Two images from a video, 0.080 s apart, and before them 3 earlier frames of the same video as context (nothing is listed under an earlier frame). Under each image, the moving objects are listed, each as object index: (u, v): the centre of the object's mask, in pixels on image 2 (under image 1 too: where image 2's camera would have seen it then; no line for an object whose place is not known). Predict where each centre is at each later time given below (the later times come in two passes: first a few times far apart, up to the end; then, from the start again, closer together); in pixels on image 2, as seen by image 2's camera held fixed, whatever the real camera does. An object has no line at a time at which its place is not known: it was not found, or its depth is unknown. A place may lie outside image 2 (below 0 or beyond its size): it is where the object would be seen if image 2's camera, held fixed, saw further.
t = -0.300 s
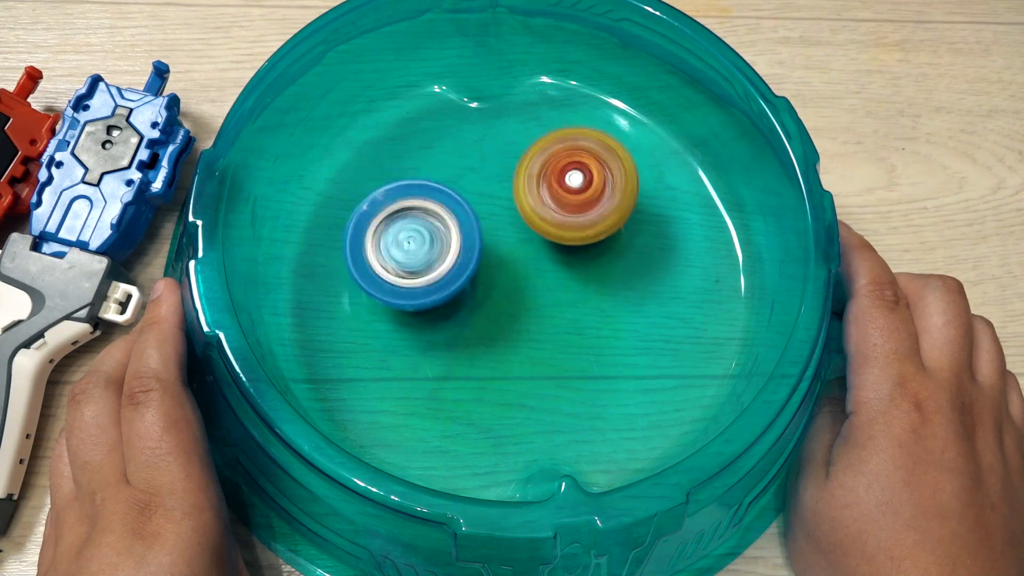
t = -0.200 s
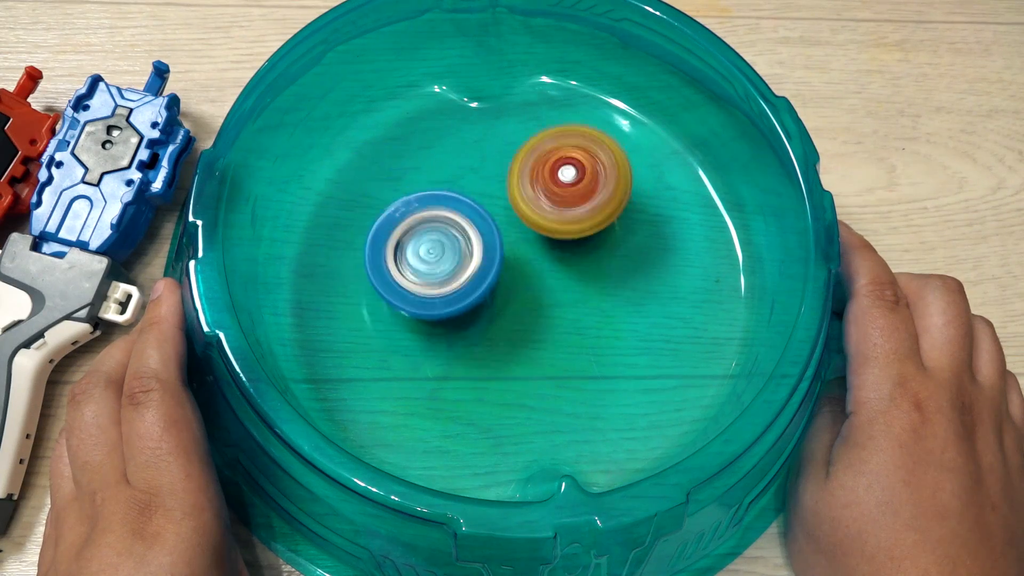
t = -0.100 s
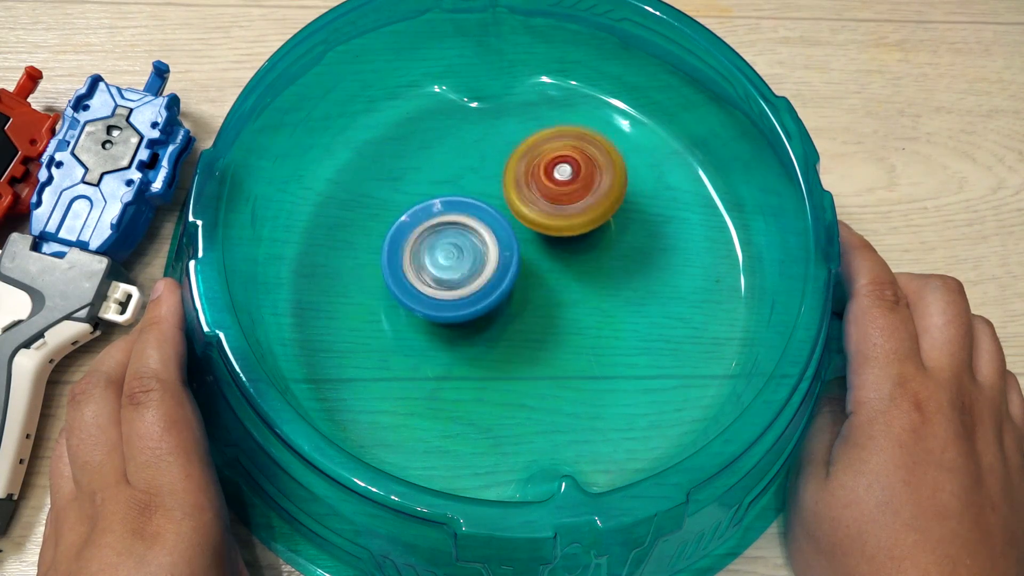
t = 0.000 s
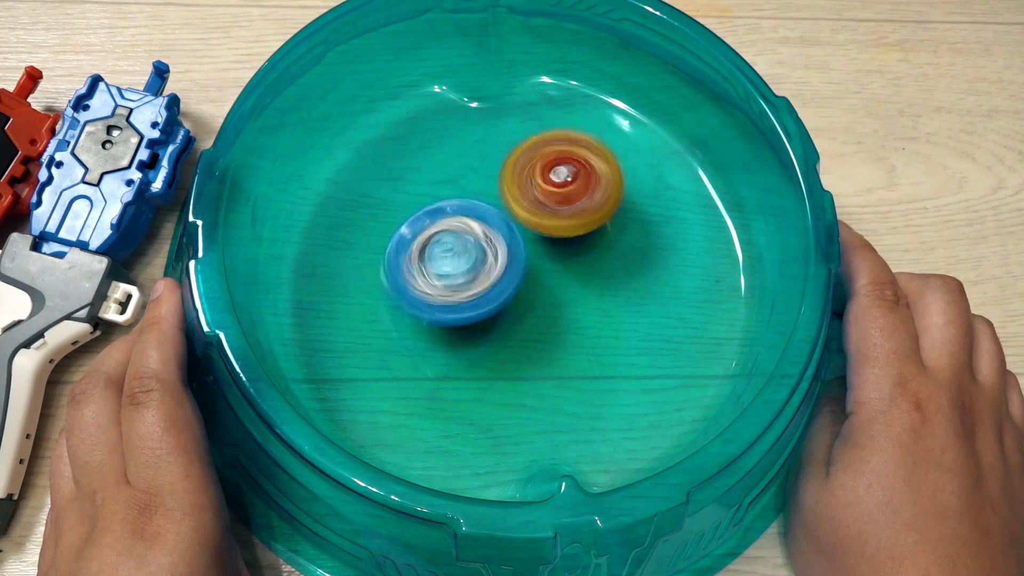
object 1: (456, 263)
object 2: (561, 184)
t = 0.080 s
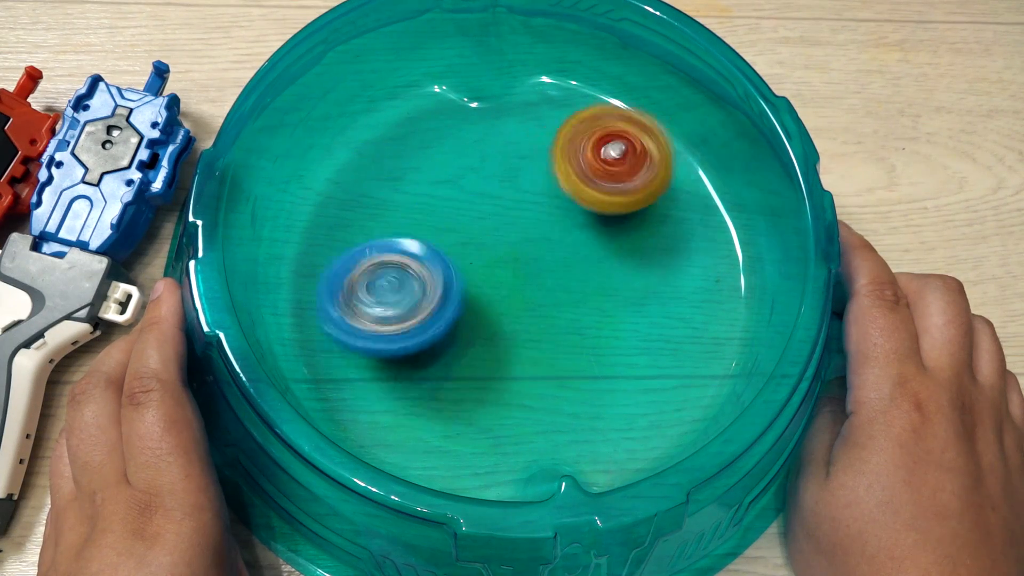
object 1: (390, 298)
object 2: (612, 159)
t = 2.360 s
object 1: (504, 328)
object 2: (512, 149)
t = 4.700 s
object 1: (544, 297)
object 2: (476, 185)
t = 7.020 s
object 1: (585, 308)
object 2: (452, 175)
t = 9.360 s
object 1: (641, 327)
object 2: (461, 180)
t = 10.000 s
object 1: (566, 290)
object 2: (485, 203)
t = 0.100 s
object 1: (376, 303)
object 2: (622, 154)
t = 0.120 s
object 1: (363, 310)
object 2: (628, 151)
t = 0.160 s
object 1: (343, 319)
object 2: (638, 145)
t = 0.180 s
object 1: (335, 321)
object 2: (642, 144)
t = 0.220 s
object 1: (334, 322)
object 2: (643, 144)
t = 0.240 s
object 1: (337, 319)
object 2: (643, 143)
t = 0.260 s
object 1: (340, 317)
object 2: (642, 144)
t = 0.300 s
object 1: (345, 314)
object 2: (638, 143)
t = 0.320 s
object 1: (348, 312)
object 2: (636, 143)
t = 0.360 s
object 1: (354, 309)
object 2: (631, 143)
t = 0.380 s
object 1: (357, 306)
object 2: (628, 144)
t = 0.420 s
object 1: (365, 302)
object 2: (623, 145)
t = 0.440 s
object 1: (368, 299)
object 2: (621, 145)
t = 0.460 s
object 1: (373, 297)
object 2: (618, 146)
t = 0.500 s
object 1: (383, 292)
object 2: (614, 148)
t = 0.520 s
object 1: (388, 289)
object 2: (612, 150)
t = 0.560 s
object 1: (401, 285)
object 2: (606, 153)
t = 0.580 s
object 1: (407, 282)
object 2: (603, 154)
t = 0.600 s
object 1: (414, 281)
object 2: (600, 157)
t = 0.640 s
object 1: (429, 278)
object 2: (595, 159)
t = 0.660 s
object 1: (437, 277)
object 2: (592, 160)
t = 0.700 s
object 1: (451, 275)
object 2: (587, 163)
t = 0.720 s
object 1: (459, 275)
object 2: (583, 165)
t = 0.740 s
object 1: (466, 275)
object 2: (581, 166)
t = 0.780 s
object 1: (481, 274)
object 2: (575, 168)
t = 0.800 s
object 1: (487, 275)
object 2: (572, 169)
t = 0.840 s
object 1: (500, 277)
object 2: (566, 170)
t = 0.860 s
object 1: (505, 280)
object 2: (563, 171)
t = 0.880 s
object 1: (510, 282)
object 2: (561, 171)
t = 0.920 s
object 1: (519, 287)
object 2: (556, 171)
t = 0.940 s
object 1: (522, 291)
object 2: (553, 172)
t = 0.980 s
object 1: (527, 298)
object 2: (549, 173)
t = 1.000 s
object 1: (528, 301)
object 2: (547, 172)
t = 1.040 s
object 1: (530, 308)
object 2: (543, 172)
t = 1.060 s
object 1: (531, 312)
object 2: (540, 172)
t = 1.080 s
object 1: (531, 315)
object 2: (539, 172)
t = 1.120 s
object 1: (530, 320)
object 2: (536, 172)
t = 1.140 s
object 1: (529, 323)
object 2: (533, 171)
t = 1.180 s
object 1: (526, 326)
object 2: (530, 171)
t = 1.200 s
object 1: (524, 328)
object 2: (529, 172)
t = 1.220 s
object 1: (523, 328)
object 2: (527, 171)
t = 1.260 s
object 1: (519, 329)
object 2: (524, 171)
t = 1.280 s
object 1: (517, 329)
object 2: (523, 172)
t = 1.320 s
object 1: (513, 328)
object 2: (522, 173)
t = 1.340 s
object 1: (511, 327)
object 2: (522, 172)
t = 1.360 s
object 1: (509, 326)
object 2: (522, 173)
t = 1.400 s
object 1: (506, 323)
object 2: (522, 174)
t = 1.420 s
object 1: (505, 321)
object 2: (522, 173)
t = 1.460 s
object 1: (503, 318)
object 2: (522, 174)
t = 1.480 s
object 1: (502, 316)
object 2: (521, 174)
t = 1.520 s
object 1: (501, 310)
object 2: (521, 174)
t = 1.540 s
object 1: (501, 308)
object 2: (521, 173)
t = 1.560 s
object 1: (501, 305)
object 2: (520, 173)
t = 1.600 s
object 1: (503, 299)
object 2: (520, 173)
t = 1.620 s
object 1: (504, 296)
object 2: (520, 172)
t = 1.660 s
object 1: (505, 296)
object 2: (521, 168)
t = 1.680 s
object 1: (505, 296)
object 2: (521, 166)
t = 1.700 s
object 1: (507, 296)
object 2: (523, 165)
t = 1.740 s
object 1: (510, 295)
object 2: (524, 164)
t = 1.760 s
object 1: (511, 294)
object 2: (524, 164)
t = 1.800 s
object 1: (515, 292)
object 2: (525, 165)
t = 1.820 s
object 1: (517, 291)
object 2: (525, 166)
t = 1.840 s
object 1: (519, 290)
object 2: (524, 166)
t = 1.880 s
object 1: (522, 290)
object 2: (524, 168)
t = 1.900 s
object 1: (523, 291)
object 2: (524, 168)
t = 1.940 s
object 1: (522, 306)
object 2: (525, 158)
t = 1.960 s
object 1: (522, 312)
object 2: (524, 153)
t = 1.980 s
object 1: (522, 316)
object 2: (524, 149)
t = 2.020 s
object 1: (521, 323)
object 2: (524, 145)
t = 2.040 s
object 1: (520, 324)
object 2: (523, 143)
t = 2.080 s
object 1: (519, 329)
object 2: (523, 143)
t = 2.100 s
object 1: (518, 330)
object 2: (523, 143)
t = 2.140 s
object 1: (517, 333)
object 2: (522, 143)
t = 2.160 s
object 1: (515, 334)
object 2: (520, 143)
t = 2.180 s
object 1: (514, 334)
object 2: (520, 143)
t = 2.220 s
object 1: (511, 335)
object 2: (518, 144)
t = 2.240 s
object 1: (510, 335)
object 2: (516, 144)
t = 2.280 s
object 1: (507, 333)
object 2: (515, 145)
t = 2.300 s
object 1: (506, 332)
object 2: (515, 146)
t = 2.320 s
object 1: (505, 331)
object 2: (513, 147)
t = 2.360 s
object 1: (504, 328)
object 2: (512, 149)
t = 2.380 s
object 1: (504, 327)
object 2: (512, 149)
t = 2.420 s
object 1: (503, 323)
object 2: (510, 151)
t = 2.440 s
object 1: (503, 321)
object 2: (509, 153)
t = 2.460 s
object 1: (503, 319)
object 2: (508, 153)
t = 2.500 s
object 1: (504, 314)
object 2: (506, 155)
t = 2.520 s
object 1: (505, 310)
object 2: (505, 157)
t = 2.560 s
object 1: (509, 306)
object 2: (503, 160)
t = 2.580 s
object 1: (511, 303)
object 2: (502, 160)
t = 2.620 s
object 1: (516, 299)
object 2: (499, 163)
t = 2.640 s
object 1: (519, 297)
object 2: (498, 164)
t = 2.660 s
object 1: (522, 295)
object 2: (497, 165)
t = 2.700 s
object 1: (528, 293)
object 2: (495, 167)
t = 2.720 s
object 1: (530, 292)
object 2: (493, 168)
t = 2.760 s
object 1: (536, 290)
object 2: (491, 169)
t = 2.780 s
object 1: (537, 290)
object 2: (490, 170)
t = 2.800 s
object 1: (540, 290)
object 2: (489, 171)
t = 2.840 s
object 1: (544, 290)
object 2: (487, 172)
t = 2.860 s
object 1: (545, 290)
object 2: (486, 172)
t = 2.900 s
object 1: (548, 290)
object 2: (484, 173)
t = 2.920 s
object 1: (549, 291)
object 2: (484, 173)
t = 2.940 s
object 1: (550, 291)
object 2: (482, 173)
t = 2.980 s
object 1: (552, 292)
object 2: (480, 174)
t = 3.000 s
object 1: (552, 294)
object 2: (480, 174)
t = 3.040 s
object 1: (551, 295)
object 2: (478, 175)
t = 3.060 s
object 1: (550, 295)
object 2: (477, 175)
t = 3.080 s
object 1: (549, 295)
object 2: (477, 175)
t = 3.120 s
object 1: (547, 295)
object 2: (476, 176)
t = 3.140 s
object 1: (546, 294)
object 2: (475, 177)
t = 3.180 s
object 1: (544, 293)
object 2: (474, 177)
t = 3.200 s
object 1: (543, 292)
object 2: (474, 177)
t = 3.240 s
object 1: (541, 291)
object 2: (474, 178)
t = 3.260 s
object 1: (540, 291)
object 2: (473, 179)
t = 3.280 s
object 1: (539, 290)
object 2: (473, 179)
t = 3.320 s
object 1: (538, 296)
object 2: (472, 176)
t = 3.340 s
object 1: (539, 304)
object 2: (468, 168)
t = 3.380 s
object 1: (544, 320)
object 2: (463, 153)
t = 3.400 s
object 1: (545, 325)
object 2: (461, 147)
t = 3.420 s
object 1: (544, 329)
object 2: (461, 144)
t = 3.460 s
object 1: (543, 333)
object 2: (461, 138)
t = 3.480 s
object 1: (542, 334)
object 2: (462, 138)
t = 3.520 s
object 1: (541, 334)
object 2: (465, 139)
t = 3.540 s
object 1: (539, 334)
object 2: (467, 139)
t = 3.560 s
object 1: (539, 333)
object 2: (468, 140)
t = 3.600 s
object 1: (538, 331)
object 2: (470, 143)
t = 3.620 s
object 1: (538, 330)
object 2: (471, 144)
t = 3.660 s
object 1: (538, 327)
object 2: (473, 147)
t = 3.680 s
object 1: (537, 326)
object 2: (475, 149)
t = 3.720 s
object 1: (538, 323)
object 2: (477, 152)
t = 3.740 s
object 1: (538, 322)
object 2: (477, 154)
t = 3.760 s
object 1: (537, 321)
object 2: (478, 155)
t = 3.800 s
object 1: (538, 318)
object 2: (479, 158)
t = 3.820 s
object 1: (537, 317)
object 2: (479, 160)
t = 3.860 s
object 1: (538, 314)
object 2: (480, 163)
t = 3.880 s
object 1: (538, 313)
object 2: (479, 163)
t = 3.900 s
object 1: (538, 312)
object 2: (480, 164)
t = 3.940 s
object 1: (539, 310)
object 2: (479, 166)
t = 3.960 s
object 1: (539, 309)
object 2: (478, 167)
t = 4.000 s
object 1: (540, 307)
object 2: (478, 168)
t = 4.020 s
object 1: (541, 306)
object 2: (478, 169)
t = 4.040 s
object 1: (542, 305)
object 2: (477, 170)
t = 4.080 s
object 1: (543, 303)
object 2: (476, 171)
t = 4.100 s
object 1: (543, 302)
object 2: (476, 171)
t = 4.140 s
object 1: (545, 300)
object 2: (475, 172)
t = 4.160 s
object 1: (546, 299)
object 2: (475, 172)
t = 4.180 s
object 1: (546, 298)
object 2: (474, 172)
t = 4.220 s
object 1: (547, 297)
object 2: (474, 173)
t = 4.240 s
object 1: (548, 297)
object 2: (474, 173)
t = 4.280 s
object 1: (549, 297)
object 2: (473, 174)
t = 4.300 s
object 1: (549, 298)
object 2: (473, 175)
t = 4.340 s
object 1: (549, 298)
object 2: (473, 176)
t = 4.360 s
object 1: (549, 298)
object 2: (473, 176)
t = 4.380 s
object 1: (549, 298)
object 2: (473, 177)
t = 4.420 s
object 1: (548, 298)
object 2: (473, 178)
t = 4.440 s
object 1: (548, 298)
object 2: (473, 180)
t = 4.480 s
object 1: (546, 297)
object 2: (473, 182)
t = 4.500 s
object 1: (545, 297)
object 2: (473, 182)
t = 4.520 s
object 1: (545, 296)
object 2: (474, 183)
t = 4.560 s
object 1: (545, 294)
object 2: (474, 185)
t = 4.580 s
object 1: (545, 294)
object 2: (473, 186)
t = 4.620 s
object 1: (545, 295)
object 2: (474, 186)
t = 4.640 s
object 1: (545, 296)
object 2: (474, 185)
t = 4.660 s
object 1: (545, 297)
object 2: (474, 185)
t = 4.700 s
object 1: (544, 297)
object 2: (476, 185)
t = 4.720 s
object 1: (545, 297)
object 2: (476, 185)
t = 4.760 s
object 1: (544, 296)
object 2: (477, 186)
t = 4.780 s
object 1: (546, 306)
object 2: (475, 180)
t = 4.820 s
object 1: (554, 325)
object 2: (468, 162)
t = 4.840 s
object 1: (557, 335)
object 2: (467, 155)
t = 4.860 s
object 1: (558, 342)
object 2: (465, 149)
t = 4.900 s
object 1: (560, 352)
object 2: (465, 140)
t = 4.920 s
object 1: (560, 355)
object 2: (466, 136)
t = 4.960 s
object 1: (557, 358)
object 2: (468, 134)
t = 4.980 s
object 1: (556, 359)
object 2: (471, 135)
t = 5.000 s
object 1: (555, 359)
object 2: (471, 136)
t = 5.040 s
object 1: (552, 362)
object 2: (473, 139)
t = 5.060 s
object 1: (550, 362)
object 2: (474, 141)
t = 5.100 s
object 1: (546, 361)
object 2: (474, 145)
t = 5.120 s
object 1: (544, 361)
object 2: (474, 147)
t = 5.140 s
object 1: (541, 359)
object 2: (473, 149)
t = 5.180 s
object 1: (537, 355)
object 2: (472, 153)
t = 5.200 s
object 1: (535, 353)
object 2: (472, 153)
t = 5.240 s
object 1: (531, 347)
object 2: (471, 157)
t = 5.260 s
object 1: (530, 344)
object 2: (471, 158)
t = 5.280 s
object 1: (529, 341)
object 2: (470, 160)
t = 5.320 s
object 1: (529, 334)
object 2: (470, 163)
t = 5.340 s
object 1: (529, 330)
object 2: (469, 164)
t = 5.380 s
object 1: (531, 322)
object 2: (468, 166)
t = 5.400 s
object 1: (532, 318)
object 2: (468, 167)
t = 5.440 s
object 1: (537, 312)
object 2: (466, 169)
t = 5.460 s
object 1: (539, 309)
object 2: (466, 170)
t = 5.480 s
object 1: (542, 305)
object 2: (464, 170)
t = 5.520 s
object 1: (548, 301)
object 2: (463, 172)
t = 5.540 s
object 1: (551, 299)
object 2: (463, 172)
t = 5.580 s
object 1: (557, 296)
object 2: (461, 174)
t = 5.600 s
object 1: (560, 295)
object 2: (461, 175)
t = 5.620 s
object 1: (563, 294)
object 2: (460, 175)
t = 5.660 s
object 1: (568, 292)
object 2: (459, 176)
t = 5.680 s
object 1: (571, 293)
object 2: (458, 176)
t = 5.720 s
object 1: (576, 295)
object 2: (458, 177)
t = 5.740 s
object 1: (578, 295)
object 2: (458, 178)
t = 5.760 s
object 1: (579, 296)
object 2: (457, 178)
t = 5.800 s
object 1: (580, 298)
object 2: (457, 180)
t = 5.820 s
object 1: (580, 298)
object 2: (457, 180)
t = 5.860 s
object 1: (581, 298)
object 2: (457, 181)
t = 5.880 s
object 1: (581, 298)
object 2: (458, 181)
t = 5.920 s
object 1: (580, 296)
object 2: (458, 183)
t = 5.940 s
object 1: (580, 296)
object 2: (459, 184)
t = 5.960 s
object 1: (578, 296)
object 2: (459, 185)
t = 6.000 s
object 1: (577, 294)
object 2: (460, 187)
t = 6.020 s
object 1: (575, 294)
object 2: (460, 188)
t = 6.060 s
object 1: (571, 293)
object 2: (461, 190)
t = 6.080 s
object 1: (569, 292)
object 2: (462, 191)
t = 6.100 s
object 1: (568, 291)
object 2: (462, 193)
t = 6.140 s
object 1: (563, 287)
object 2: (462, 195)
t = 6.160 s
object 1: (561, 286)
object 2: (462, 196)
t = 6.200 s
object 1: (561, 285)
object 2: (461, 195)
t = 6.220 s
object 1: (562, 288)
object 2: (459, 192)
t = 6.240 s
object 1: (562, 288)
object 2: (457, 191)
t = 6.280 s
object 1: (563, 290)
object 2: (458, 189)
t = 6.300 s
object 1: (562, 290)
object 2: (457, 189)
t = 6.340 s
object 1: (561, 287)
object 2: (458, 191)
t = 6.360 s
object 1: (561, 286)
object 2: (458, 190)
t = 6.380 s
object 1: (562, 285)
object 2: (458, 191)
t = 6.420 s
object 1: (562, 283)
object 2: (458, 192)
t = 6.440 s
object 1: (563, 283)
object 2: (458, 192)
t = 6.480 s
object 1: (564, 282)
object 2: (458, 193)
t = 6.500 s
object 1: (563, 282)
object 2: (458, 193)
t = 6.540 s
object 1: (563, 281)
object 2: (459, 194)
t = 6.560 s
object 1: (564, 281)
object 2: (459, 194)
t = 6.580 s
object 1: (564, 281)
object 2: (460, 194)
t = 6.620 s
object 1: (564, 280)
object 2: (462, 195)
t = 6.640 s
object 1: (567, 283)
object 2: (461, 195)
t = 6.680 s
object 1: (579, 298)
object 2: (452, 182)
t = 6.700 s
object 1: (587, 305)
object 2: (449, 178)
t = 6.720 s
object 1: (591, 312)
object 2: (447, 173)
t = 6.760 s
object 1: (595, 320)
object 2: (446, 169)
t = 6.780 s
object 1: (596, 322)
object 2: (447, 168)
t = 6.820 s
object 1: (594, 325)
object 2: (449, 168)
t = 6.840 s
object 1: (591, 325)
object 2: (450, 169)
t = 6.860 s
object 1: (589, 323)
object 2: (449, 170)
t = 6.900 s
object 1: (586, 317)
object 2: (450, 171)
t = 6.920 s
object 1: (586, 315)
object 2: (450, 171)
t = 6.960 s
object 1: (586, 310)
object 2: (451, 173)
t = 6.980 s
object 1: (587, 309)
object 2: (452, 173)
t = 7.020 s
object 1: (585, 308)
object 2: (452, 175)
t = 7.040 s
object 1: (584, 307)
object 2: (453, 176)
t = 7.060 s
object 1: (583, 306)
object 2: (452, 177)
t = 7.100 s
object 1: (581, 302)
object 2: (452, 179)
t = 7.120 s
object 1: (580, 300)
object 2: (452, 179)
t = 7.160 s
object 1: (579, 296)
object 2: (452, 180)
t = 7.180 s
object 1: (579, 294)
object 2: (452, 180)
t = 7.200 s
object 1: (579, 292)
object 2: (452, 180)
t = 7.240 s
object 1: (580, 288)
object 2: (452, 181)
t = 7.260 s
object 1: (581, 285)
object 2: (452, 182)
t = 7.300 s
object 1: (583, 282)
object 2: (452, 182)
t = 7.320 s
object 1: (584, 281)
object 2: (452, 183)
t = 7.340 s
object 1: (585, 280)
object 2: (452, 183)
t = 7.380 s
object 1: (585, 279)
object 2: (452, 184)
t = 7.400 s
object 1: (585, 278)
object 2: (452, 184)
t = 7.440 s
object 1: (586, 275)
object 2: (453, 185)
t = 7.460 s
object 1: (587, 275)
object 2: (453, 185)
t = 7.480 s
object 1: (587, 274)
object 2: (454, 187)
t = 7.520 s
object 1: (586, 273)
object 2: (454, 188)
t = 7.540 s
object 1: (586, 271)
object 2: (453, 189)
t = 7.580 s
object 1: (586, 269)
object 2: (454, 190)
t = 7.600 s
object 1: (586, 268)
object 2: (454, 191)
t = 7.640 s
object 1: (588, 266)
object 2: (454, 193)
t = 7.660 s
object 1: (589, 266)
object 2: (454, 193)
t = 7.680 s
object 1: (589, 266)
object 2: (455, 194)
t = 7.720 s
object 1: (590, 266)
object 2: (455, 195)
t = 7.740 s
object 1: (589, 266)
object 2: (456, 197)
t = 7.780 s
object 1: (586, 266)
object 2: (456, 197)
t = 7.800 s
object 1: (585, 265)
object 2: (456, 198)
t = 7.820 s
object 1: (584, 265)
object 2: (456, 198)
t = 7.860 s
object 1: (582, 265)
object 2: (456, 200)
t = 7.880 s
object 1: (580, 263)
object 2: (456, 200)
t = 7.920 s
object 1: (580, 262)
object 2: (456, 201)
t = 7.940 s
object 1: (579, 262)
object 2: (456, 201)
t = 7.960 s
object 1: (579, 262)
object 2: (455, 202)
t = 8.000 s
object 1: (577, 260)
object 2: (456, 201)
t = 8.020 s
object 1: (577, 260)
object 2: (456, 202)
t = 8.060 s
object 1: (576, 259)
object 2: (456, 202)
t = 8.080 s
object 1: (576, 258)
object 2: (456, 202)
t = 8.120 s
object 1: (576, 256)
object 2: (456, 203)
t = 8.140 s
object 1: (576, 255)
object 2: (456, 203)
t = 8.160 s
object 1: (576, 254)
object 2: (457, 203)
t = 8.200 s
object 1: (579, 253)
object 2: (455, 202)
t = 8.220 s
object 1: (581, 254)
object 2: (454, 201)
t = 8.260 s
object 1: (587, 256)
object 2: (453, 199)
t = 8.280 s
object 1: (588, 256)
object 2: (454, 199)
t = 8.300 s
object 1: (589, 257)
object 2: (454, 199)
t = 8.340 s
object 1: (588, 259)
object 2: (457, 200)
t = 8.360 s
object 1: (587, 259)
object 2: (458, 201)
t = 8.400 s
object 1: (586, 259)
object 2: (459, 203)
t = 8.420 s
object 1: (584, 260)
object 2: (460, 204)
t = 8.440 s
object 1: (583, 259)
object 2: (461, 206)
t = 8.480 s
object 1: (583, 257)
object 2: (460, 207)
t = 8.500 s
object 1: (583, 258)
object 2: (459, 208)
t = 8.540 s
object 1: (584, 261)
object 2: (454, 207)
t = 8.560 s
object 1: (585, 264)
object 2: (451, 206)
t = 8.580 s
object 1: (585, 266)
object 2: (448, 204)
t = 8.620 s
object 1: (582, 269)
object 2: (448, 203)
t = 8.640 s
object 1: (581, 270)
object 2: (448, 202)
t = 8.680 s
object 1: (580, 270)
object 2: (449, 204)
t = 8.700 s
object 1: (580, 270)
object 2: (449, 204)
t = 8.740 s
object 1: (578, 271)
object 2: (448, 205)
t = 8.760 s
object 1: (576, 271)
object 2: (449, 205)
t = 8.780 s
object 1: (576, 270)
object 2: (448, 205)
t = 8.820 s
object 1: (574, 270)
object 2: (448, 205)
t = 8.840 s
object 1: (573, 270)
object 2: (448, 204)
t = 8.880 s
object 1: (571, 268)
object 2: (449, 203)
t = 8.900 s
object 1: (571, 268)
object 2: (449, 203)
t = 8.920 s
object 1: (569, 267)
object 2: (450, 202)
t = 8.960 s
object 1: (565, 263)
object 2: (451, 203)
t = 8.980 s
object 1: (566, 264)
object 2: (451, 201)
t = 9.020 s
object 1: (566, 266)
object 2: (450, 199)
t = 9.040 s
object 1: (564, 265)
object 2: (452, 198)
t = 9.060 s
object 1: (565, 268)
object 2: (452, 198)
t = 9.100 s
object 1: (577, 284)
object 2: (447, 184)
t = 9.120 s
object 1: (589, 289)
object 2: (445, 179)
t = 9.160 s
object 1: (601, 306)
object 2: (444, 170)
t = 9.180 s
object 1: (608, 305)
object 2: (444, 168)
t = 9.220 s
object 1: (623, 311)
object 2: (448, 166)
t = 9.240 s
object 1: (627, 316)
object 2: (449, 167)
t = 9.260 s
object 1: (629, 318)
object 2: (451, 168)
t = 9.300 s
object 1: (635, 320)
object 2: (455, 173)
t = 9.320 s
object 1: (638, 322)
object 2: (456, 175)
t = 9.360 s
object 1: (641, 327)
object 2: (461, 180)
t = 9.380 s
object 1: (641, 331)
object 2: (463, 182)
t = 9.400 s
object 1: (639, 332)
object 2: (467, 184)
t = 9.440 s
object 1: (632, 334)
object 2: (474, 191)
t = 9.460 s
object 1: (630, 334)
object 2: (478, 193)
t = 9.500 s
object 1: (623, 334)
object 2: (486, 200)
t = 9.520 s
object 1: (619, 334)
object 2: (490, 204)
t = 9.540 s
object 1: (615, 333)
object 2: (495, 208)
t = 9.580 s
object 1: (604, 326)
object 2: (501, 215)
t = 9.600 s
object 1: (599, 323)
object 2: (505, 219)
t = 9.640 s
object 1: (593, 317)
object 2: (507, 223)
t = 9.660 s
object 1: (592, 316)
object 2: (507, 223)
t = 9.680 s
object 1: (589, 313)
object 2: (506, 224)
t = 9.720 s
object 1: (586, 309)
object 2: (502, 220)
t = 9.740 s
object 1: (585, 305)
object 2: (500, 219)
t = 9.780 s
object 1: (584, 300)
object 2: (497, 215)
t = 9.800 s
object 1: (585, 298)
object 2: (496, 213)
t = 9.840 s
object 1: (585, 296)
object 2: (493, 210)
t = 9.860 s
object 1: (585, 297)
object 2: (492, 208)
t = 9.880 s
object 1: (584, 297)
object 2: (491, 207)
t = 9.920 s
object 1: (580, 299)
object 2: (487, 205)
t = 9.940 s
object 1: (577, 298)
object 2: (487, 205)
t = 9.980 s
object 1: (567, 294)
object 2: (484, 203)
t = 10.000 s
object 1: (566, 290)
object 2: (485, 203)
